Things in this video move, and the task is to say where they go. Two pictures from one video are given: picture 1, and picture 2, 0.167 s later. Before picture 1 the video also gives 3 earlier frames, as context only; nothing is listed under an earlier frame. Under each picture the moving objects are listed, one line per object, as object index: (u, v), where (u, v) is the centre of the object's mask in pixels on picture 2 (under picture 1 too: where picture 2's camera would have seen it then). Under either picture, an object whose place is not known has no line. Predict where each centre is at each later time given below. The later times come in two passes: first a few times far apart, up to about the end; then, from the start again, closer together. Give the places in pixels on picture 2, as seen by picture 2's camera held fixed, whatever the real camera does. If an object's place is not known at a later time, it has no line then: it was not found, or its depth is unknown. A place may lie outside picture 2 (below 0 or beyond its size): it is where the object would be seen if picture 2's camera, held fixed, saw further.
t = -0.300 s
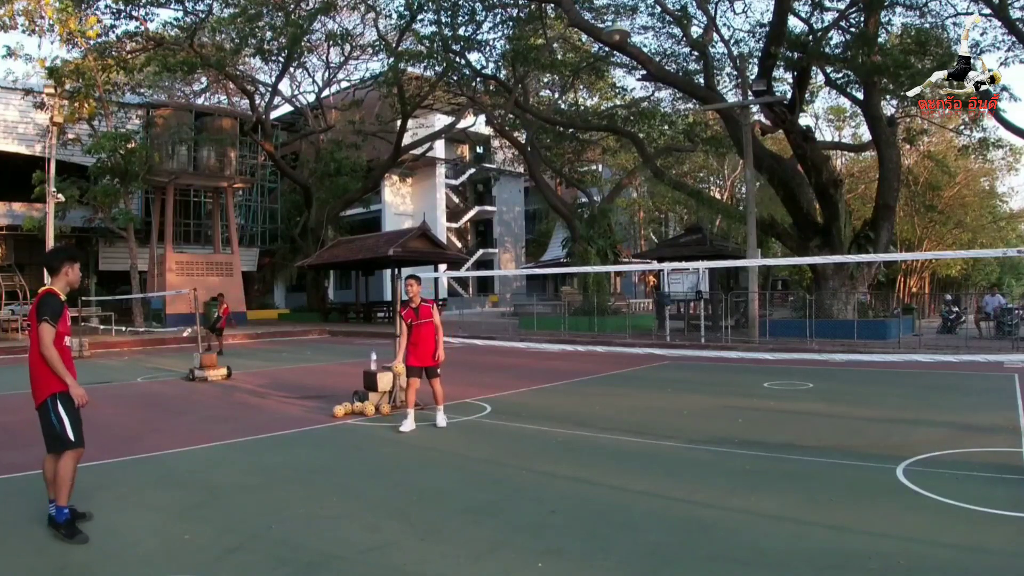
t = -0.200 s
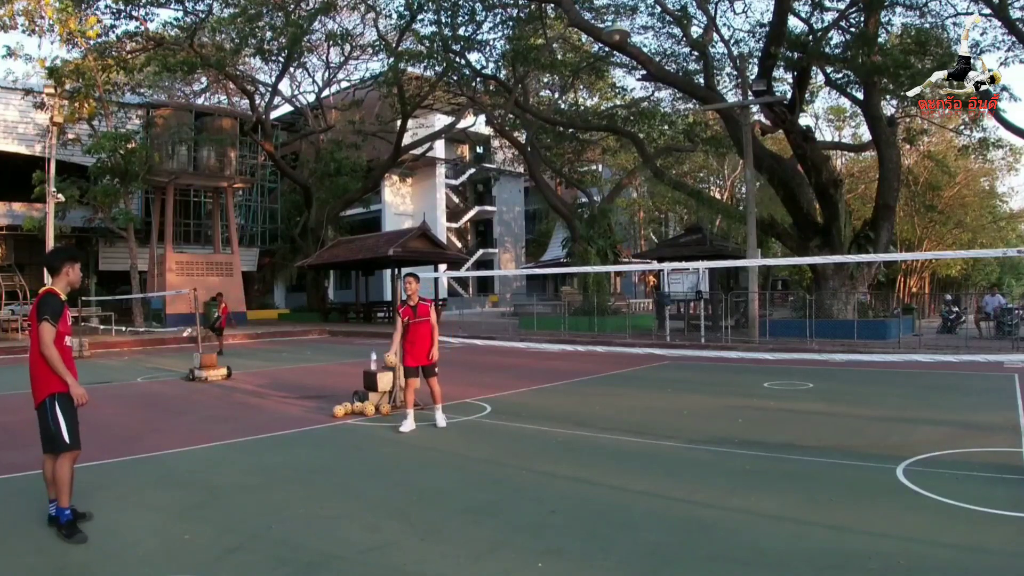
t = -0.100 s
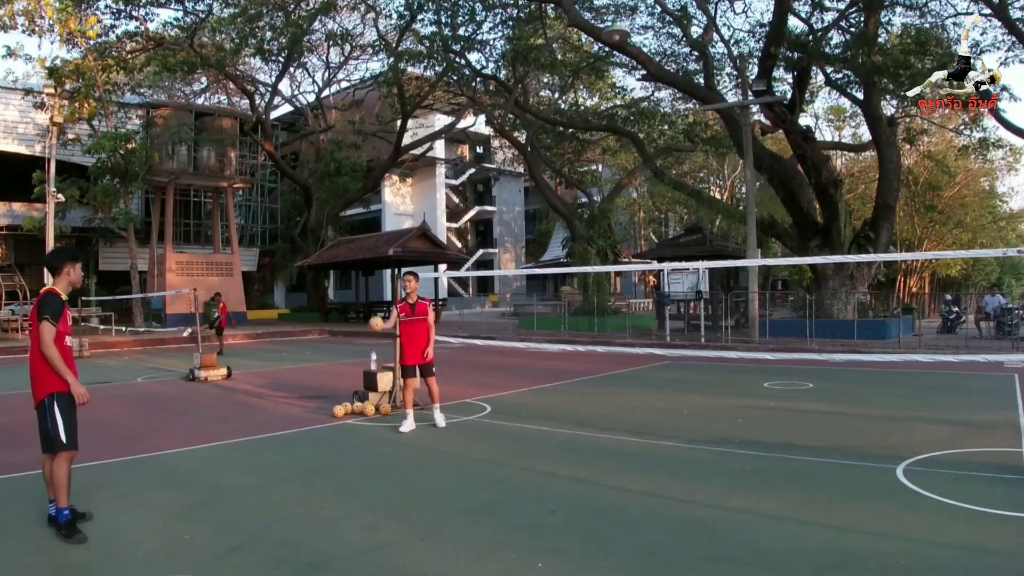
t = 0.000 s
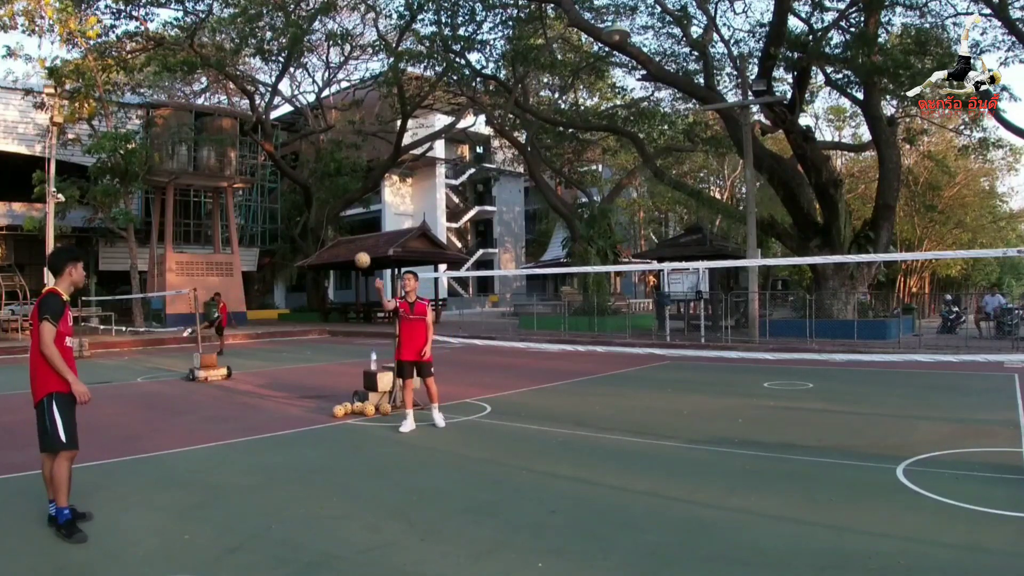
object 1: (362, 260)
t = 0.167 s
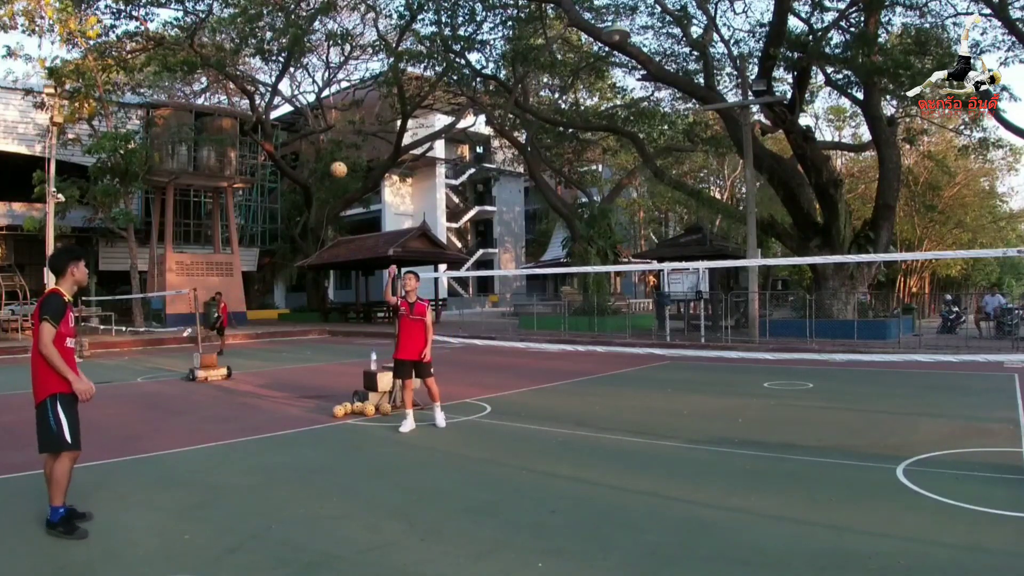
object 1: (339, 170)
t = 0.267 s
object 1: (324, 127)
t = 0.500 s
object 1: (284, 67)
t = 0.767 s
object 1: (224, 82)
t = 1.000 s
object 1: (155, 204)
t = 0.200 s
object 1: (334, 154)
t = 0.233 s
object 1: (329, 140)
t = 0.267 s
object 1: (324, 127)
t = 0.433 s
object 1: (296, 78)
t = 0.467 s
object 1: (290, 72)
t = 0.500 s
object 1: (284, 67)
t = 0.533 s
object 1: (278, 63)
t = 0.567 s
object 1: (271, 61)
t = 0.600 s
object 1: (264, 61)
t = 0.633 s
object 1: (256, 61)
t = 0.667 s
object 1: (249, 63)
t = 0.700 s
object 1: (241, 67)
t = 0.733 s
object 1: (233, 73)
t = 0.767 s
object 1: (224, 82)
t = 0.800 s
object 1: (215, 92)
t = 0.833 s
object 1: (206, 104)
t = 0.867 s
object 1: (197, 118)
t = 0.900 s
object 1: (187, 135)
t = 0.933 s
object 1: (176, 155)
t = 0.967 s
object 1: (165, 178)
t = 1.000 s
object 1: (155, 204)
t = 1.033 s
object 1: (144, 233)
